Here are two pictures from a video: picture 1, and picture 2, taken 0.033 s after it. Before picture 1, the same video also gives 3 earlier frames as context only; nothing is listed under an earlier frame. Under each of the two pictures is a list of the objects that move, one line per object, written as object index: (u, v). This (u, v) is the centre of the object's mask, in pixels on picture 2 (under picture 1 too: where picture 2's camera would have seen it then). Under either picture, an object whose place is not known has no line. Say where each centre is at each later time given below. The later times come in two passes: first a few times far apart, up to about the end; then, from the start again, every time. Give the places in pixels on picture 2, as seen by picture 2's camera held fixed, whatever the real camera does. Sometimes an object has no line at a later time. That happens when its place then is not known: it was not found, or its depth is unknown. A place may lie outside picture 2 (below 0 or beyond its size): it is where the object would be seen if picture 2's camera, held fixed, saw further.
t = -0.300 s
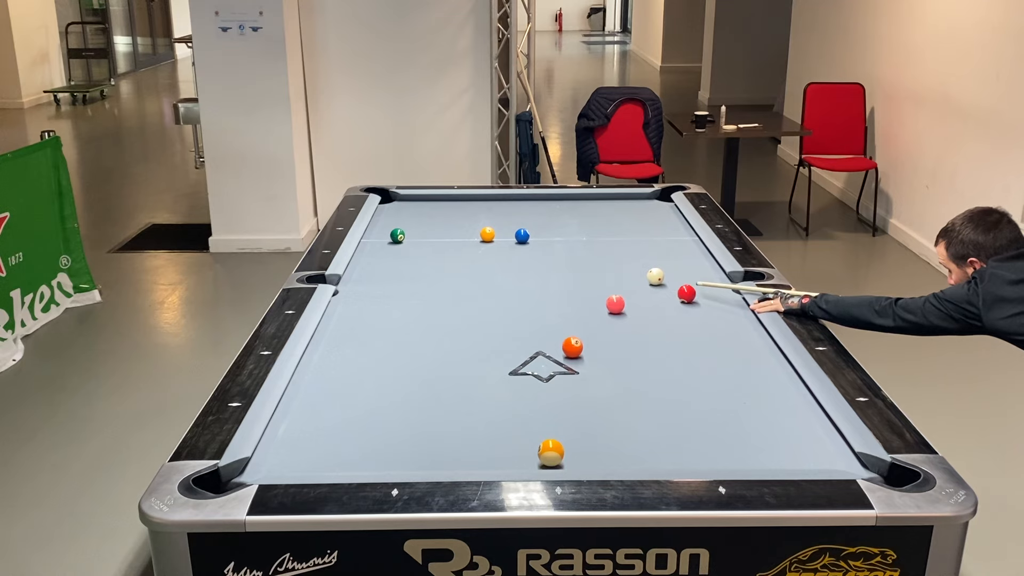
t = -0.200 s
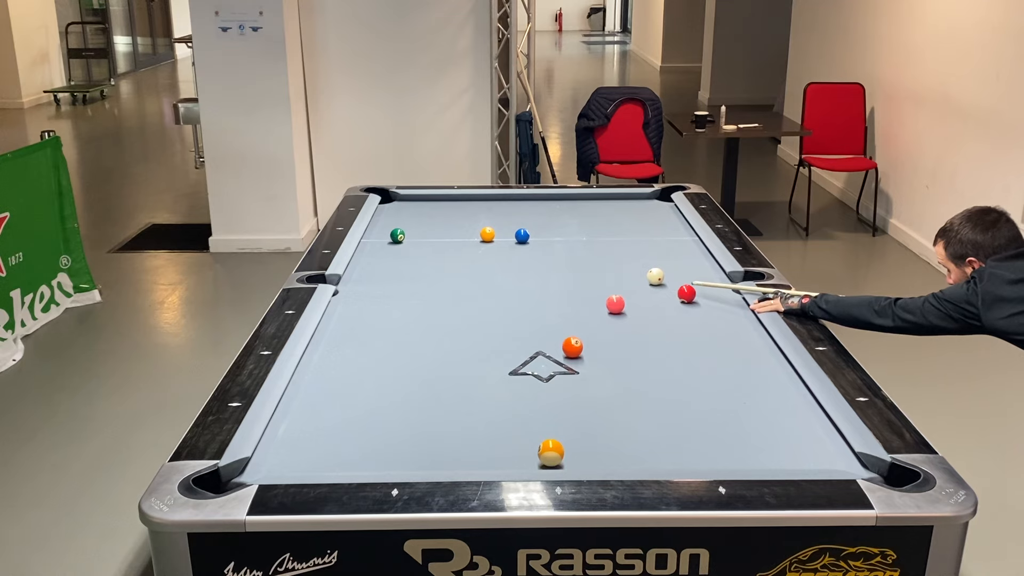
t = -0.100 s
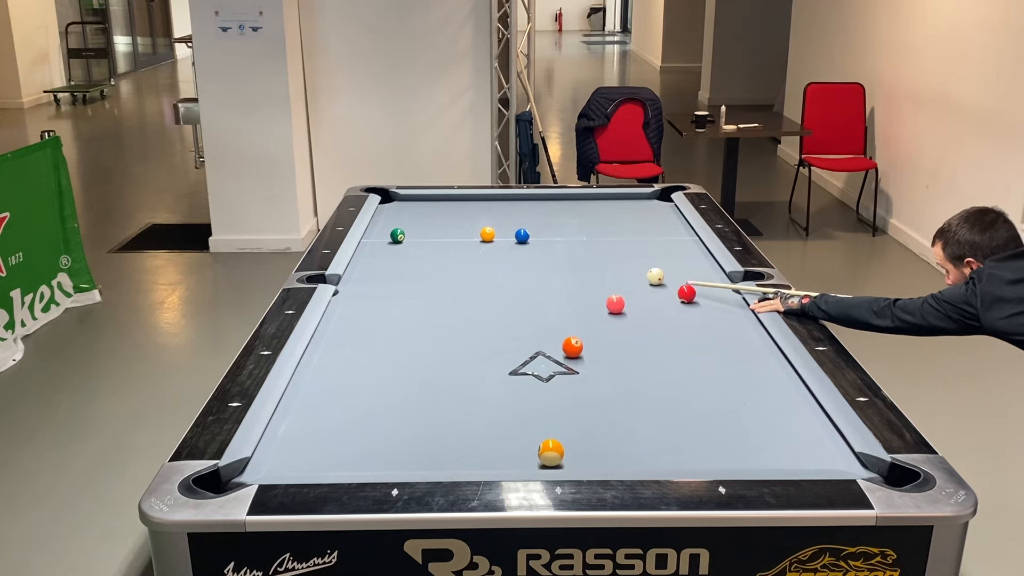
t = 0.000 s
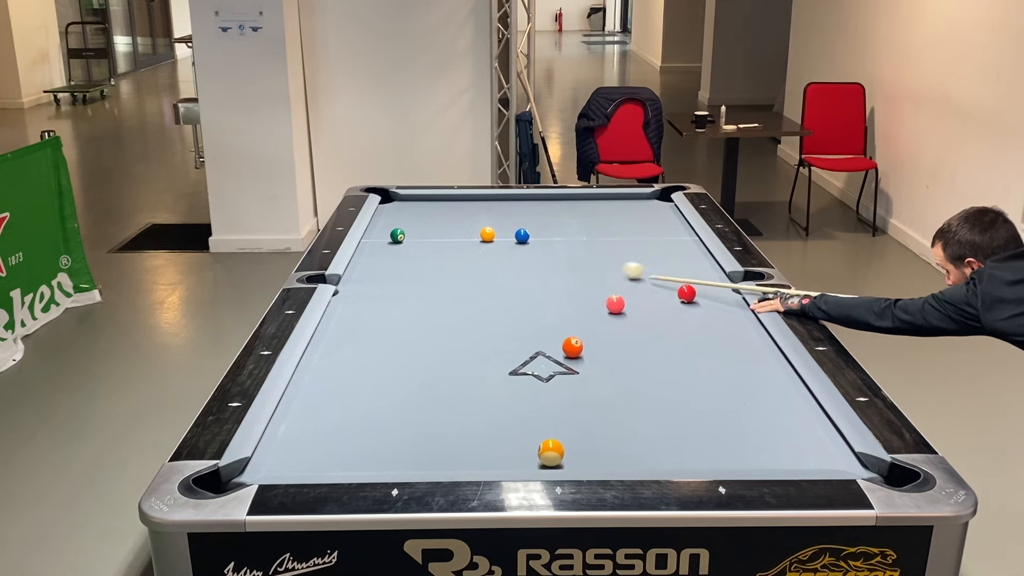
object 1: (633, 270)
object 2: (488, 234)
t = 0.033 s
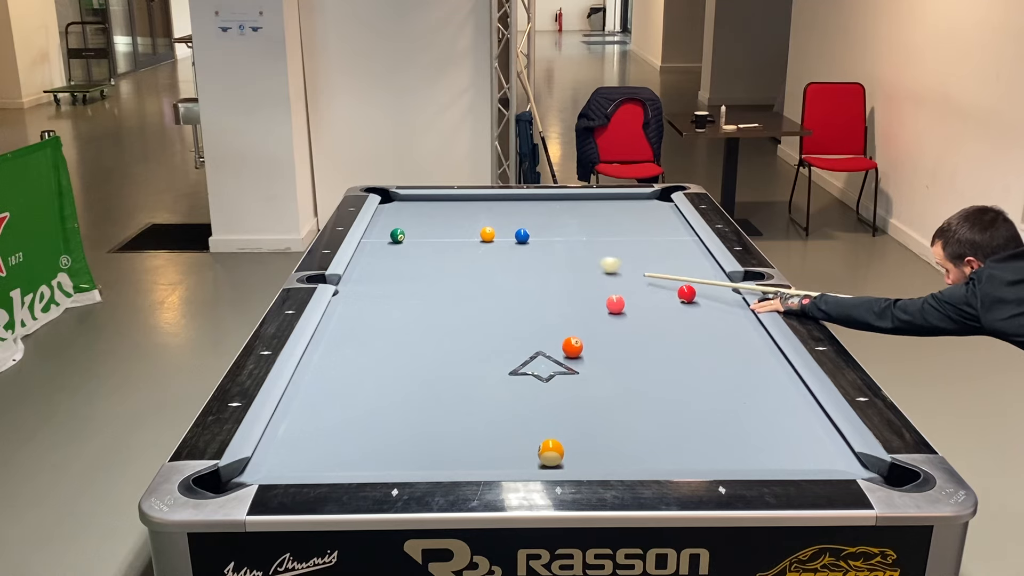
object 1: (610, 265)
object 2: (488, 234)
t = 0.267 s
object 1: (492, 238)
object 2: (479, 231)
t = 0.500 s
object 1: (468, 241)
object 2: (426, 210)
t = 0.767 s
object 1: (442, 243)
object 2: (381, 197)
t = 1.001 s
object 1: (420, 246)
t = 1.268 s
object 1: (396, 248)
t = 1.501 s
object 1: (376, 250)
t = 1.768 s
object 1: (367, 252)
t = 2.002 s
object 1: (376, 254)
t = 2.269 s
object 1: (385, 256)
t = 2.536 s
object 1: (394, 257)
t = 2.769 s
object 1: (400, 258)
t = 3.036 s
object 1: (406, 259)
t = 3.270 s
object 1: (411, 260)
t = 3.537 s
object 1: (414, 260)
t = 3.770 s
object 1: (416, 261)
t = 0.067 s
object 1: (588, 260)
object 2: (488, 234)
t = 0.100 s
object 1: (568, 255)
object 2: (488, 234)
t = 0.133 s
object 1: (548, 250)
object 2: (487, 234)
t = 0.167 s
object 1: (531, 246)
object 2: (487, 234)
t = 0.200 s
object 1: (514, 242)
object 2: (487, 234)
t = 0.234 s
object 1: (499, 238)
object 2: (487, 234)
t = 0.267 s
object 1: (492, 238)
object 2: (479, 231)
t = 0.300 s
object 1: (489, 238)
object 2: (470, 227)
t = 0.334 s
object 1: (485, 239)
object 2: (461, 224)
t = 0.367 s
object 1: (482, 239)
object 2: (453, 220)
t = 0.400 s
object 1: (478, 240)
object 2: (446, 217)
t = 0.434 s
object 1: (475, 240)
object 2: (439, 215)
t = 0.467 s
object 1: (472, 240)
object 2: (432, 212)
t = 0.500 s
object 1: (468, 241)
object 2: (426, 210)
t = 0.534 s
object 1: (465, 241)
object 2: (420, 208)
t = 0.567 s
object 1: (462, 241)
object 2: (414, 205)
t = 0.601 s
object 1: (458, 242)
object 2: (409, 203)
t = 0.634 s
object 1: (455, 242)
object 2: (403, 201)
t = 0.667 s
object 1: (452, 242)
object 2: (397, 198)
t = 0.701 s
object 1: (448, 243)
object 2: (392, 196)
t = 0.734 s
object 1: (445, 243)
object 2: (387, 195)
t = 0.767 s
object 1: (442, 243)
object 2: (381, 197)
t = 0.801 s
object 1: (439, 244)
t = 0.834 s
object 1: (436, 244)
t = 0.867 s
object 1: (432, 245)
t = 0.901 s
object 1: (429, 245)
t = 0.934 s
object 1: (426, 245)
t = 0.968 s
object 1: (423, 245)
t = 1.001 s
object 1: (420, 246)
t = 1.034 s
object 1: (417, 246)
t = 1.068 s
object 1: (414, 246)
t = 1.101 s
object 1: (411, 247)
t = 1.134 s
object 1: (408, 247)
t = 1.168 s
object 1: (405, 247)
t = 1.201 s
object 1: (402, 247)
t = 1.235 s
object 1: (399, 248)
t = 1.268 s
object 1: (396, 248)
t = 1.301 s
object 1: (393, 249)
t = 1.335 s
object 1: (390, 249)
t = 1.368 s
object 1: (387, 249)
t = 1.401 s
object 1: (384, 249)
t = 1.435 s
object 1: (382, 250)
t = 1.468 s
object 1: (379, 250)
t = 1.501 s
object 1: (376, 250)
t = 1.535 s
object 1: (373, 250)
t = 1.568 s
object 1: (371, 250)
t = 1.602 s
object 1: (368, 251)
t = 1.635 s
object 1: (365, 251)
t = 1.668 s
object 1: (363, 252)
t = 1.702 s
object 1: (364, 252)
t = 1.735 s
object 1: (365, 252)
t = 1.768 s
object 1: (367, 252)
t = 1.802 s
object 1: (368, 252)
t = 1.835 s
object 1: (369, 253)
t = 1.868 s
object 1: (371, 253)
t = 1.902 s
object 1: (372, 253)
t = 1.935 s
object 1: (373, 253)
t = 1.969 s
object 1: (374, 254)
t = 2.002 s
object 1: (376, 254)
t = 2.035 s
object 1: (377, 254)
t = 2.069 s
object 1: (378, 254)
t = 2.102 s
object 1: (380, 255)
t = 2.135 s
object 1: (381, 255)
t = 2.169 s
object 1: (382, 255)
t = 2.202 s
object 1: (383, 255)
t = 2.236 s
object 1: (384, 255)
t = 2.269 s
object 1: (385, 256)
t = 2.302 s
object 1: (386, 256)
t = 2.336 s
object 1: (388, 256)
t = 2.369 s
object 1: (389, 256)
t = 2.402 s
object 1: (390, 256)
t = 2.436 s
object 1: (391, 257)
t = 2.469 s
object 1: (392, 257)
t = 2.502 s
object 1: (393, 257)
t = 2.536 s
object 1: (394, 257)
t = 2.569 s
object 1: (395, 257)
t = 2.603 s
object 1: (396, 257)
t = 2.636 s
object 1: (396, 258)
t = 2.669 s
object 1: (397, 258)
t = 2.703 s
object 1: (398, 258)
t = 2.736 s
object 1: (399, 258)
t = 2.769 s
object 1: (400, 258)
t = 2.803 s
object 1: (401, 258)
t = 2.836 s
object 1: (402, 259)
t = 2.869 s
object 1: (403, 259)
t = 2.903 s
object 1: (403, 259)
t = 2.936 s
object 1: (404, 259)
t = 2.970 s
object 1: (405, 259)
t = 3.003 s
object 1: (405, 259)
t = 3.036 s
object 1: (406, 259)
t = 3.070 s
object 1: (407, 259)
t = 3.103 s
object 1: (408, 259)
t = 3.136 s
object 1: (408, 260)
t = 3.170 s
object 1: (409, 260)
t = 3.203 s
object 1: (409, 260)
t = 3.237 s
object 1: (410, 260)
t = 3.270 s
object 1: (411, 260)
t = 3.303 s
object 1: (411, 260)
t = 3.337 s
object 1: (412, 260)
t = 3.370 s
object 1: (412, 260)
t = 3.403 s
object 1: (412, 260)
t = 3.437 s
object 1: (413, 260)
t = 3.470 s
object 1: (413, 260)
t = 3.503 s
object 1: (414, 261)
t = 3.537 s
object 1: (414, 260)
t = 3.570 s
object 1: (414, 260)
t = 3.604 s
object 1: (415, 261)
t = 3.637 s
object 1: (415, 261)
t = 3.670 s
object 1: (415, 261)
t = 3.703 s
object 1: (415, 261)
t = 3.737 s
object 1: (415, 261)
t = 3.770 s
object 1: (416, 261)
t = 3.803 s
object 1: (416, 261)
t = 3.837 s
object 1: (413, 261)
